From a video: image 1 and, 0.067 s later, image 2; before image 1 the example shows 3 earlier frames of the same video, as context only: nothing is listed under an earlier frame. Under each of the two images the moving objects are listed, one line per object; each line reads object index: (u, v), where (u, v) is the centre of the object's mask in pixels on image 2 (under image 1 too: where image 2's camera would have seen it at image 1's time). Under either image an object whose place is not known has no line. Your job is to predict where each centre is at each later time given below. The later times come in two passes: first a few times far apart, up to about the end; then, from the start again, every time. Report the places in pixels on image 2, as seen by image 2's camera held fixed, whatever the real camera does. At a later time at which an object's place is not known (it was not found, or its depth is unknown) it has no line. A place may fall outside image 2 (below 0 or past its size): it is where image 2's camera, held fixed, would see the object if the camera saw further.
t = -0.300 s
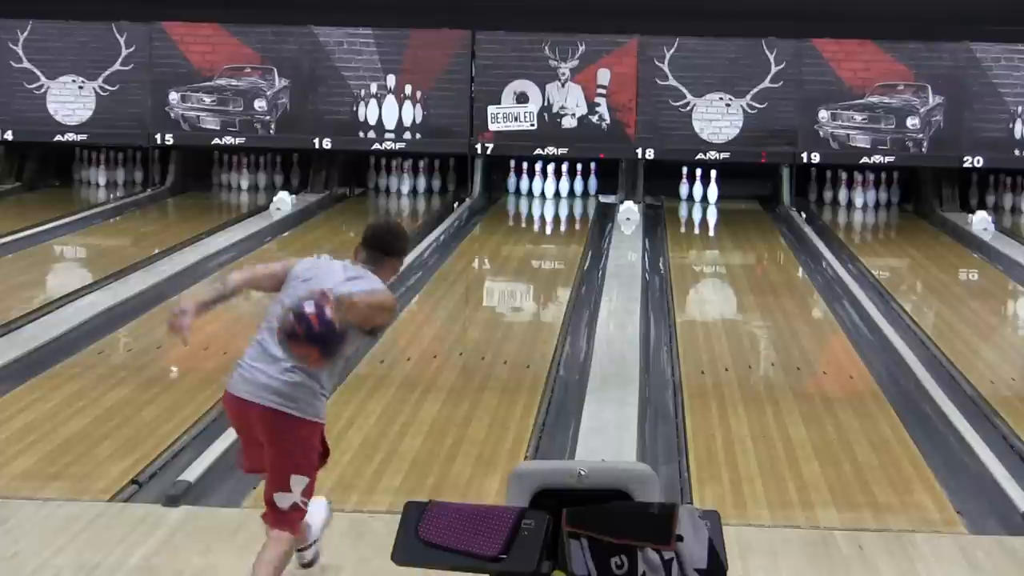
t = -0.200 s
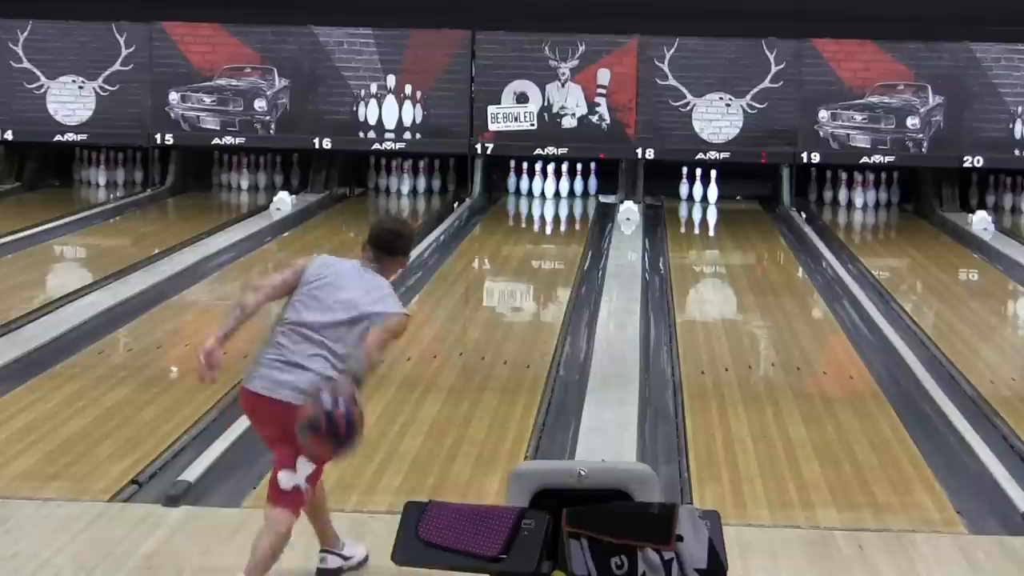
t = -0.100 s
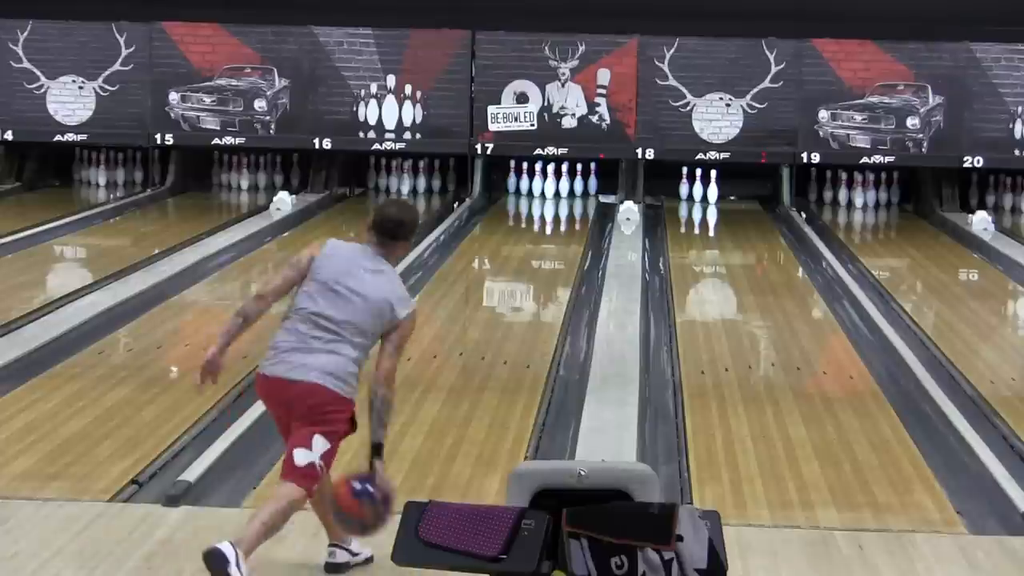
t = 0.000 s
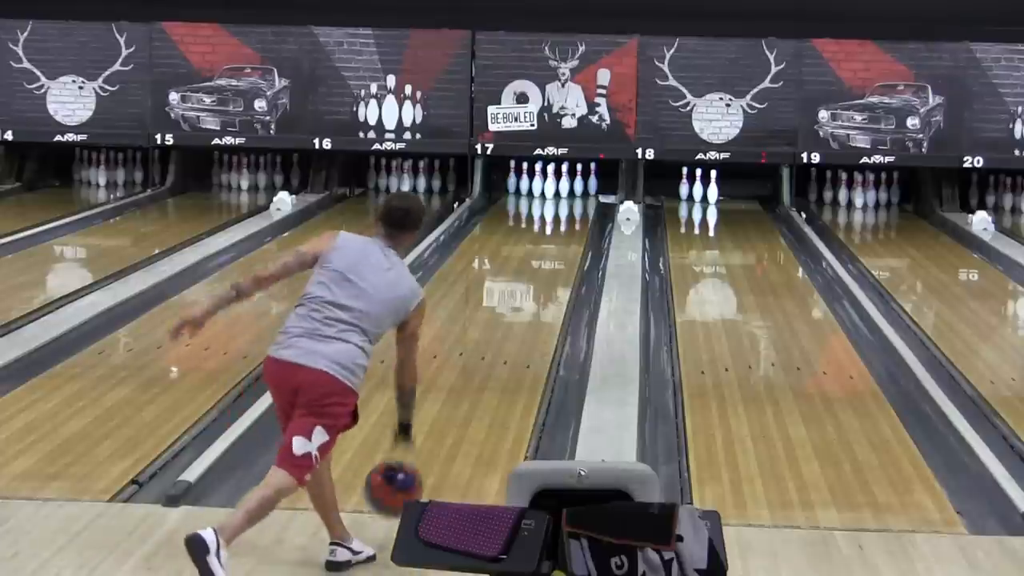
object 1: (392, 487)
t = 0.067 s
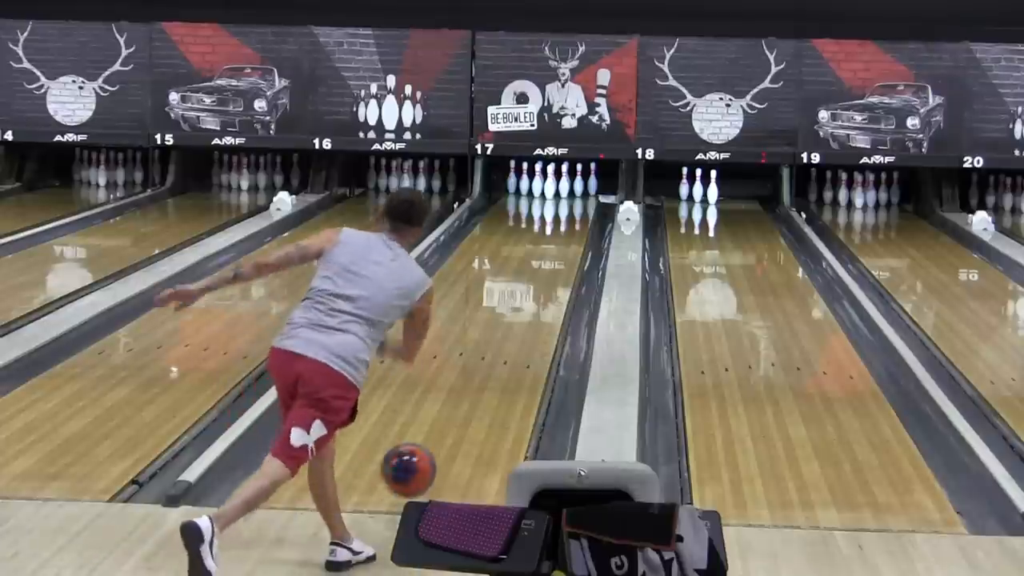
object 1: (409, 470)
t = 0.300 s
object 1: (451, 424)
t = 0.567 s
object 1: (486, 362)
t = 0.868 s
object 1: (513, 314)
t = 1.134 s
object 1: (530, 283)
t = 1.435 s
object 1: (544, 255)
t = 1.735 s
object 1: (553, 232)
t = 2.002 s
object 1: (561, 217)
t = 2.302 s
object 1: (563, 203)
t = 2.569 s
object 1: (560, 192)
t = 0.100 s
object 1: (415, 465)
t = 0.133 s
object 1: (423, 463)
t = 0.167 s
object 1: (429, 462)
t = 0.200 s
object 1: (435, 451)
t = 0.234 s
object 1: (441, 442)
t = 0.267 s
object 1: (446, 432)
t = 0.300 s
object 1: (451, 424)
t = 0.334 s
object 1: (456, 415)
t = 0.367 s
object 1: (461, 407)
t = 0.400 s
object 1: (466, 399)
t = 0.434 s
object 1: (470, 390)
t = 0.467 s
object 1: (475, 382)
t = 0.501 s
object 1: (479, 376)
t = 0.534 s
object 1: (482, 368)
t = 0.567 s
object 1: (486, 362)
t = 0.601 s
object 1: (489, 356)
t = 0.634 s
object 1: (493, 350)
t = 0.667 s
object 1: (496, 345)
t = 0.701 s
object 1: (499, 340)
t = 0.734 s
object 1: (502, 333)
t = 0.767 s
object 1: (505, 329)
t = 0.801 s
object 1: (508, 324)
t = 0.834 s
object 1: (510, 319)
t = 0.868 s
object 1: (513, 314)
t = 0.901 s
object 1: (515, 310)
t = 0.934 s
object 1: (518, 305)
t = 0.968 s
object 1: (520, 301)
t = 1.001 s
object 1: (523, 297)
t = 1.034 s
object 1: (524, 294)
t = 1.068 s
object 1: (526, 289)
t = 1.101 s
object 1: (528, 286)
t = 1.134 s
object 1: (530, 283)
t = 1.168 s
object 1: (532, 280)
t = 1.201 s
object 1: (534, 276)
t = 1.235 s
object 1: (536, 273)
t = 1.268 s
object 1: (538, 270)
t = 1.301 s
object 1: (539, 265)
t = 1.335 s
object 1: (540, 263)
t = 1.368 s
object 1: (542, 260)
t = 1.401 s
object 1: (543, 257)
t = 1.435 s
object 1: (544, 255)
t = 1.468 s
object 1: (546, 252)
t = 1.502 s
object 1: (547, 250)
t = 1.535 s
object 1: (548, 247)
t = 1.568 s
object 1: (549, 245)
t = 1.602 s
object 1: (550, 242)
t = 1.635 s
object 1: (551, 240)
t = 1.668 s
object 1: (552, 237)
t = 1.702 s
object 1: (553, 234)
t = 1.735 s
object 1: (553, 232)
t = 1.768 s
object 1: (555, 230)
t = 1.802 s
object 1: (556, 228)
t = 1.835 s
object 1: (556, 226)
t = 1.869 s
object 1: (556, 224)
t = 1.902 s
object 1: (558, 222)
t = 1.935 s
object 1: (559, 221)
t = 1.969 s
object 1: (560, 219)
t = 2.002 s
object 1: (561, 217)
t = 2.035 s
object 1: (561, 215)
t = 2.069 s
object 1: (562, 214)
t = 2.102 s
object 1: (561, 212)
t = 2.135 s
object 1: (562, 210)
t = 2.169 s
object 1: (561, 210)
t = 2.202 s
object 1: (562, 208)
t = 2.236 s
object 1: (563, 207)
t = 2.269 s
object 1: (563, 205)
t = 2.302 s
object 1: (563, 203)
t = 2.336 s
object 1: (562, 201)
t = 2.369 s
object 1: (561, 200)
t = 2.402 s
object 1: (561, 199)
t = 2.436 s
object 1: (562, 198)
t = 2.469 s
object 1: (561, 196)
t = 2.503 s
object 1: (562, 195)
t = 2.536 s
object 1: (561, 193)
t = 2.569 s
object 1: (560, 192)
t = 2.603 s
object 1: (560, 191)
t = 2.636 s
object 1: (561, 190)
